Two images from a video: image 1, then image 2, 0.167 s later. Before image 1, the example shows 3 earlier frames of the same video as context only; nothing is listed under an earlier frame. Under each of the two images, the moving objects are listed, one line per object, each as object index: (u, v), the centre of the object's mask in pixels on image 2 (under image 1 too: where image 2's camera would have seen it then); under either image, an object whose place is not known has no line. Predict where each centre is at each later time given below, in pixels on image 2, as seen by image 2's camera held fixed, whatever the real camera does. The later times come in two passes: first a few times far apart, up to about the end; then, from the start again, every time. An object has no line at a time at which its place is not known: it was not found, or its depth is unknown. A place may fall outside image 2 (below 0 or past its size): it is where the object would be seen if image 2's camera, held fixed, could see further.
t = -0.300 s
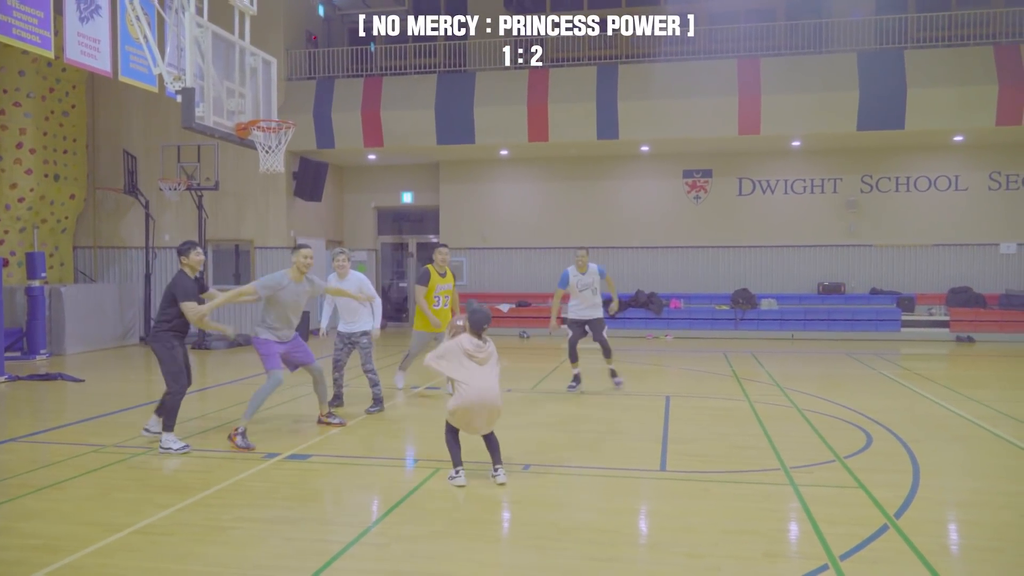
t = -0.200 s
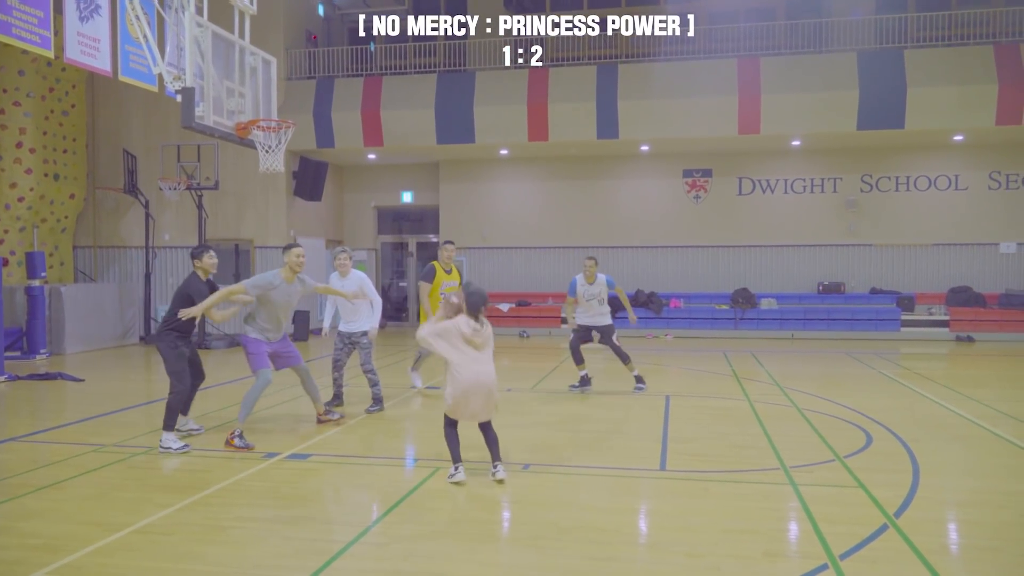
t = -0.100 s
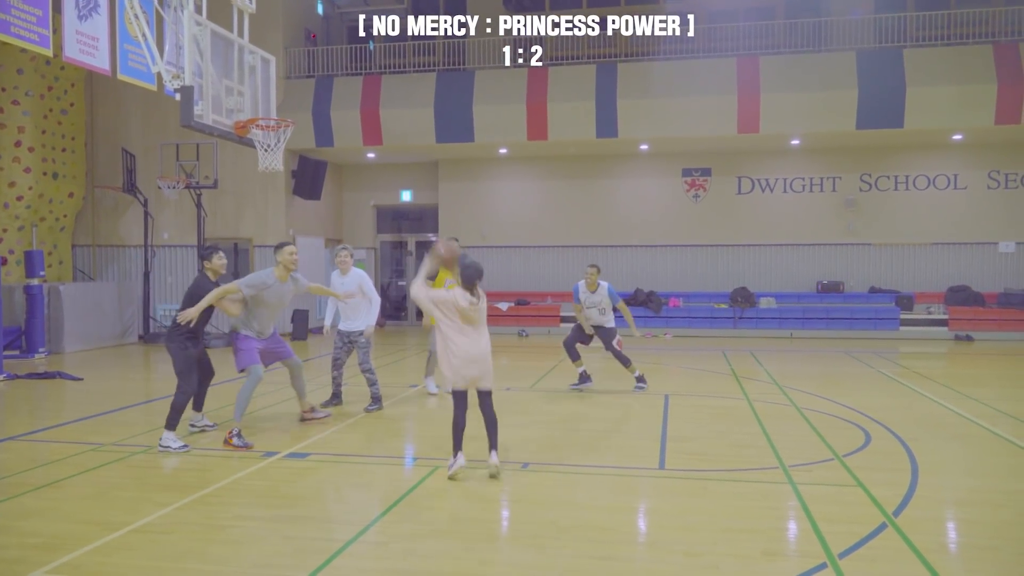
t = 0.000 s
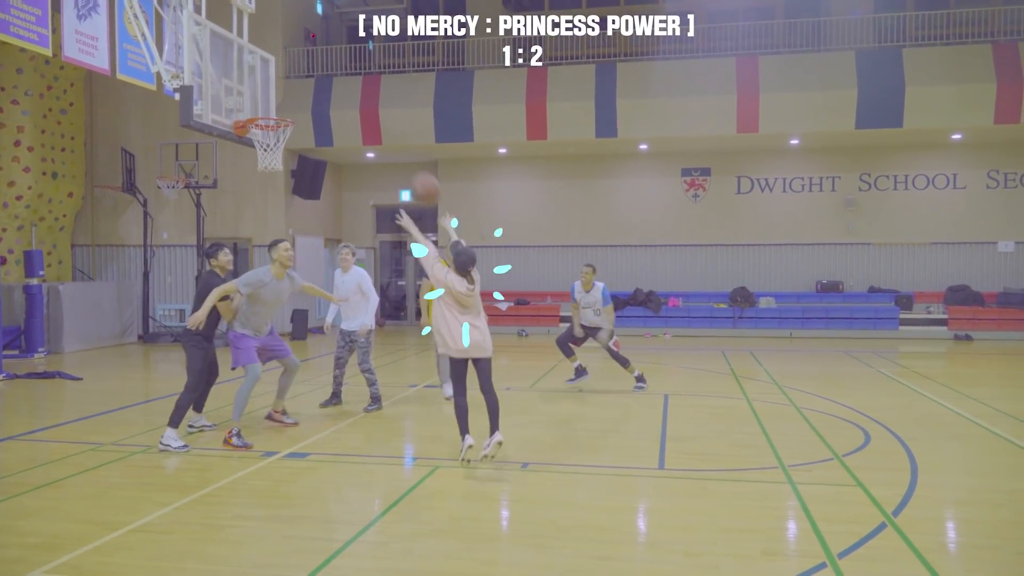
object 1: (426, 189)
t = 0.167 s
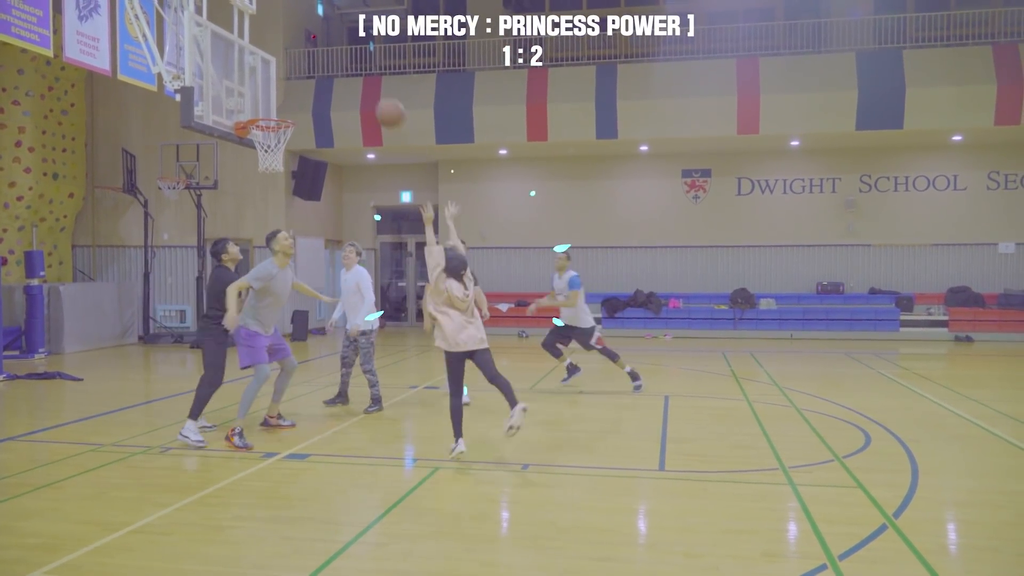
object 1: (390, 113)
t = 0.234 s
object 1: (377, 93)
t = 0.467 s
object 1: (336, 69)
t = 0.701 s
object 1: (300, 100)
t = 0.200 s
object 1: (384, 102)
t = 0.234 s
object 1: (377, 93)
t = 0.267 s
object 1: (371, 86)
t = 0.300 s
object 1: (365, 80)
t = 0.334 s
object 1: (359, 75)
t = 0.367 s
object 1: (353, 72)
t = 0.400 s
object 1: (347, 69)
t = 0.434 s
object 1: (342, 68)
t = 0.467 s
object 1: (336, 69)
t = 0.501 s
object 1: (331, 70)
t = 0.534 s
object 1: (325, 72)
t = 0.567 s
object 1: (320, 76)
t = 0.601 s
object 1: (315, 81)
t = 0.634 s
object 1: (310, 86)
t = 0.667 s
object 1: (306, 93)
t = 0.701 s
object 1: (300, 100)
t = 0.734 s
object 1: (296, 109)
